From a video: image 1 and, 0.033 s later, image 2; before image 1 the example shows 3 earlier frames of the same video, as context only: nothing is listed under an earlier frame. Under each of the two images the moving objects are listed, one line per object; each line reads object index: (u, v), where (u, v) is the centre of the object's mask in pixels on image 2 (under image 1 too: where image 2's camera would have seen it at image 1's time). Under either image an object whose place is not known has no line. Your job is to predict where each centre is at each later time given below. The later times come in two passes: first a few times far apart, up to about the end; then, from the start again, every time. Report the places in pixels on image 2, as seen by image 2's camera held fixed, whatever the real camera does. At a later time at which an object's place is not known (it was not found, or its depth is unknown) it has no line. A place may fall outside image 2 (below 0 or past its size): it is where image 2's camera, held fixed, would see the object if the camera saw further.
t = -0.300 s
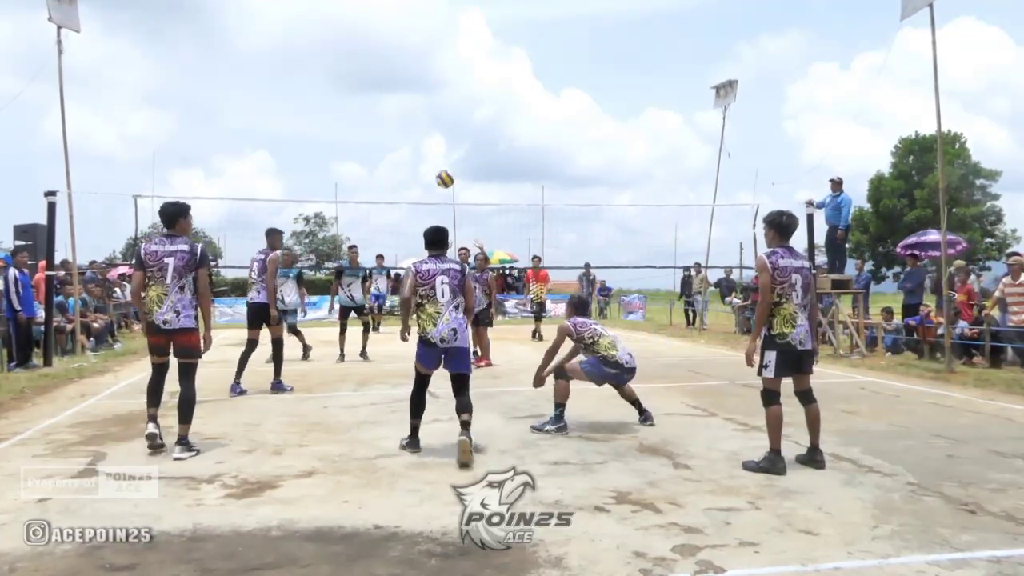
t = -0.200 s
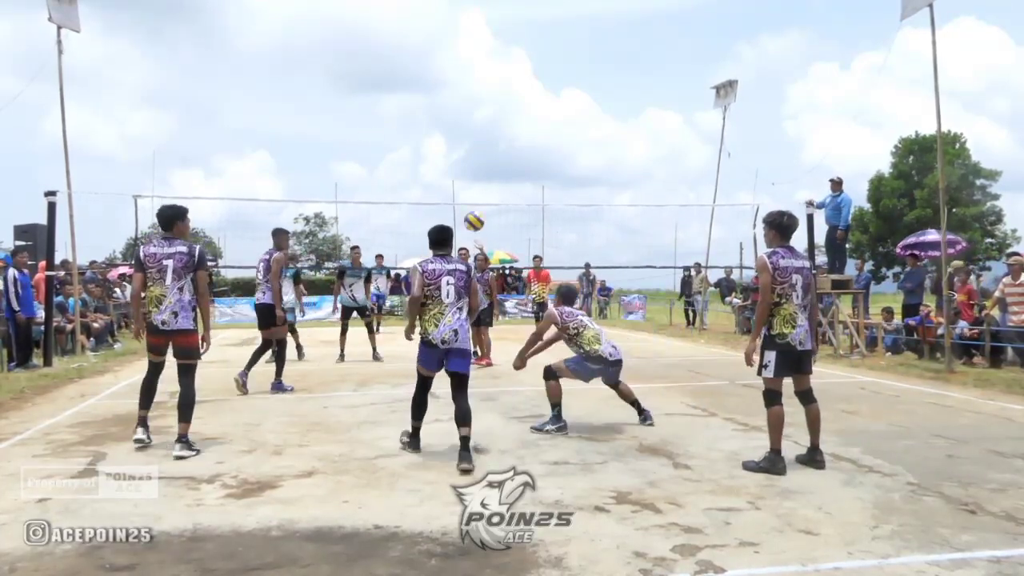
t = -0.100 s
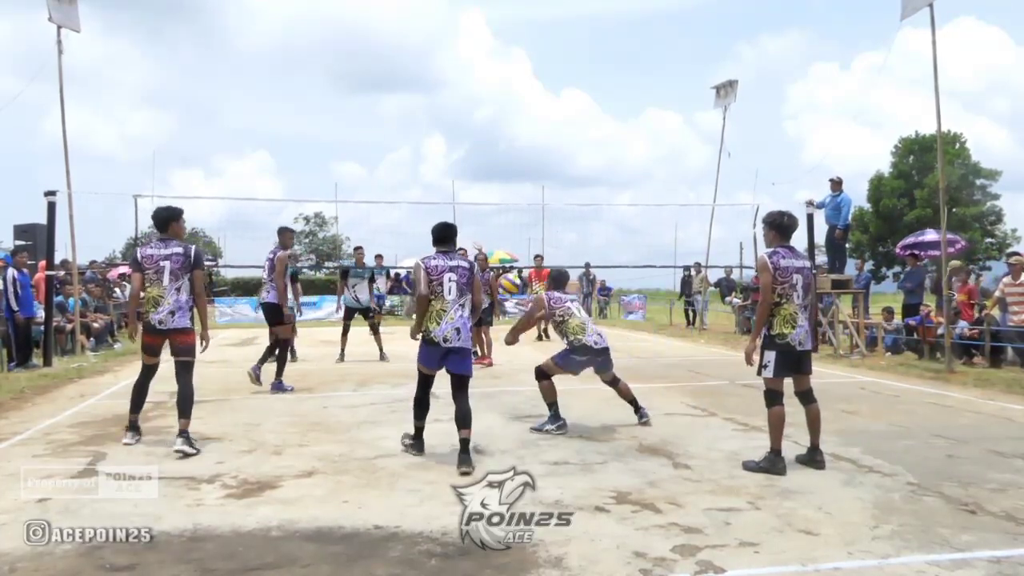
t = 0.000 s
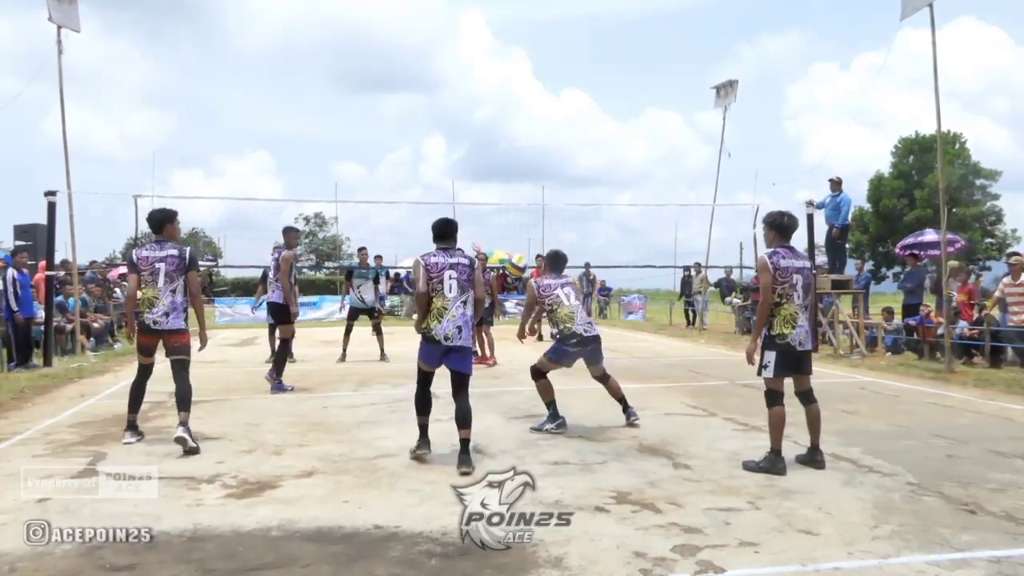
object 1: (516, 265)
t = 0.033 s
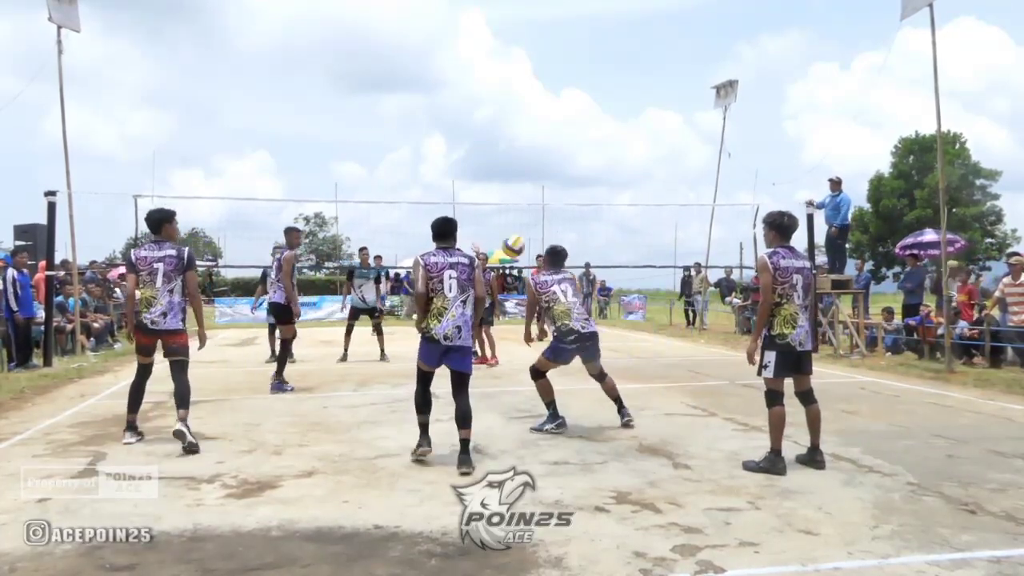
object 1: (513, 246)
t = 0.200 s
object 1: (501, 175)
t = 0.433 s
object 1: (488, 134)
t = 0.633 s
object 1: (479, 140)
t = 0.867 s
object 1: (471, 184)
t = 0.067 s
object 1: (510, 228)
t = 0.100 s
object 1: (508, 213)
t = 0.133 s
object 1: (505, 198)
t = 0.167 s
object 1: (503, 186)
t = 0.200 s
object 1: (501, 175)
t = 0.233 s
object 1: (498, 165)
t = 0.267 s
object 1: (496, 157)
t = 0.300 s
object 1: (494, 150)
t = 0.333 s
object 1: (492, 145)
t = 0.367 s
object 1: (490, 140)
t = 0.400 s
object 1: (489, 136)
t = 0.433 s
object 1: (488, 134)
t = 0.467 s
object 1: (486, 133)
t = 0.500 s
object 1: (485, 132)
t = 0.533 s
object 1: (483, 133)
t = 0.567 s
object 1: (482, 134)
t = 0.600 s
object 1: (480, 137)
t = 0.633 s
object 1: (479, 140)
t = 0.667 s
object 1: (478, 144)
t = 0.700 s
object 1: (477, 149)
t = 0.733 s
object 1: (475, 155)
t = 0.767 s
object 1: (475, 161)
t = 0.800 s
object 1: (473, 167)
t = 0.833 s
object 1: (472, 176)
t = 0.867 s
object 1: (471, 184)
